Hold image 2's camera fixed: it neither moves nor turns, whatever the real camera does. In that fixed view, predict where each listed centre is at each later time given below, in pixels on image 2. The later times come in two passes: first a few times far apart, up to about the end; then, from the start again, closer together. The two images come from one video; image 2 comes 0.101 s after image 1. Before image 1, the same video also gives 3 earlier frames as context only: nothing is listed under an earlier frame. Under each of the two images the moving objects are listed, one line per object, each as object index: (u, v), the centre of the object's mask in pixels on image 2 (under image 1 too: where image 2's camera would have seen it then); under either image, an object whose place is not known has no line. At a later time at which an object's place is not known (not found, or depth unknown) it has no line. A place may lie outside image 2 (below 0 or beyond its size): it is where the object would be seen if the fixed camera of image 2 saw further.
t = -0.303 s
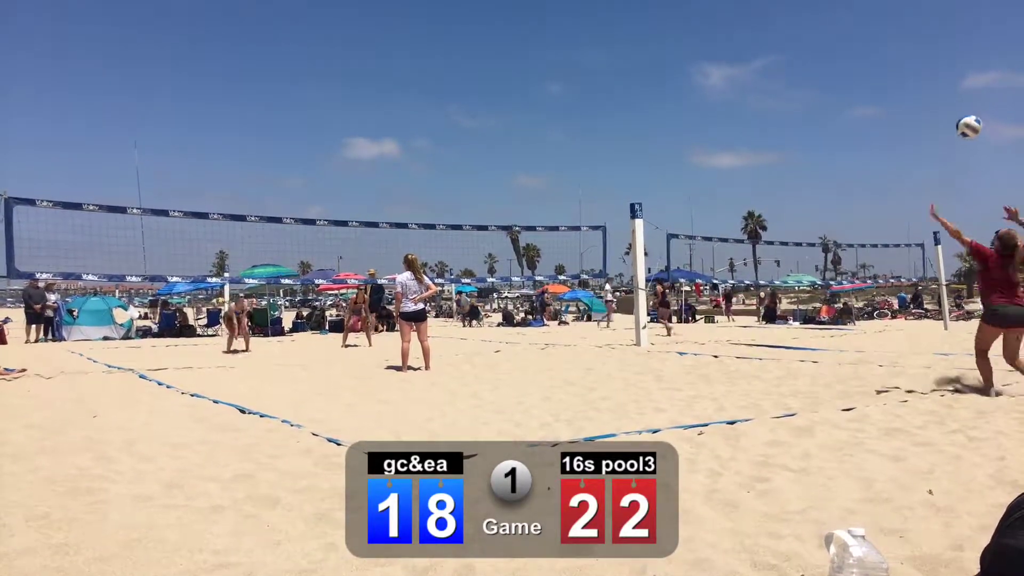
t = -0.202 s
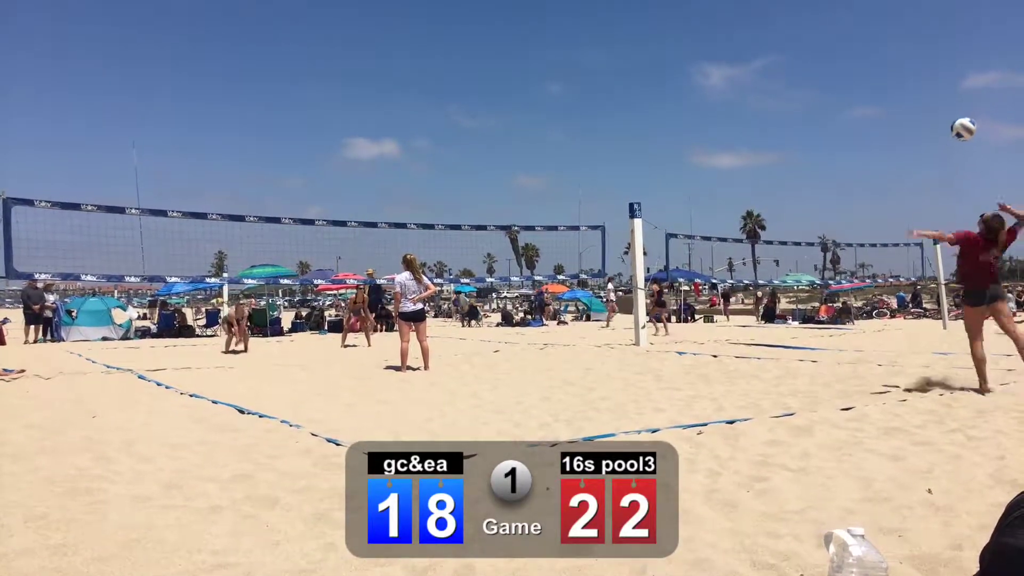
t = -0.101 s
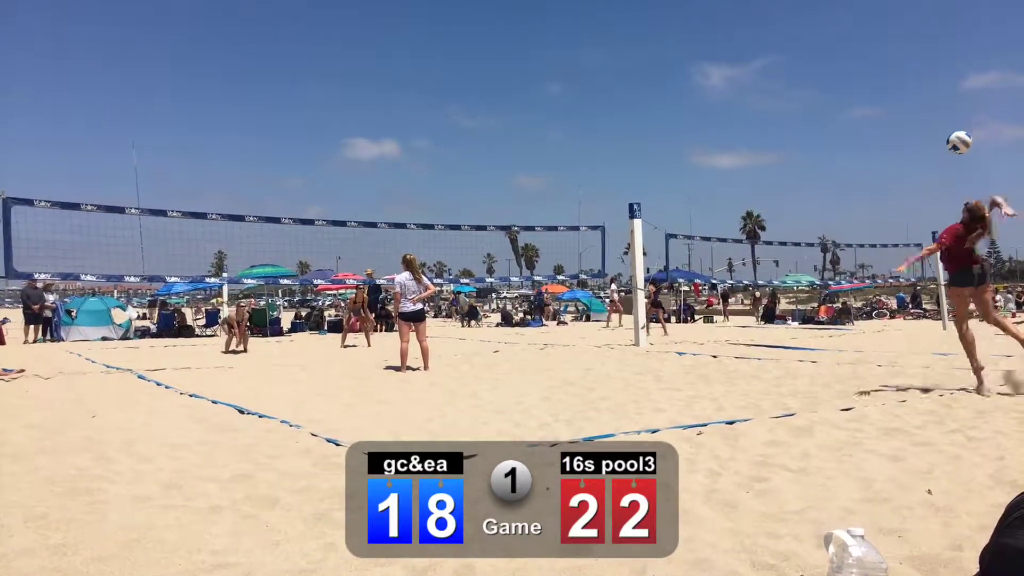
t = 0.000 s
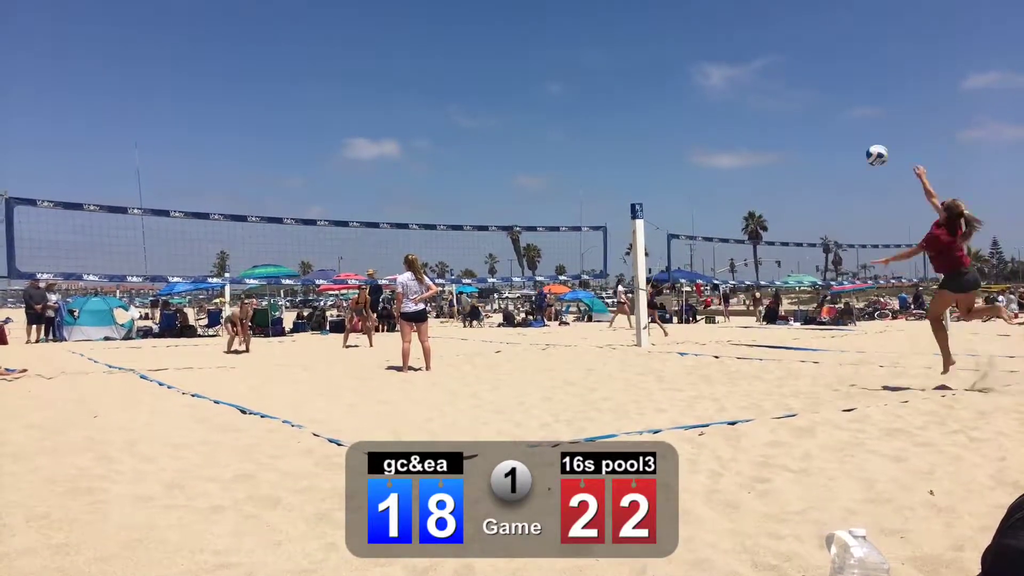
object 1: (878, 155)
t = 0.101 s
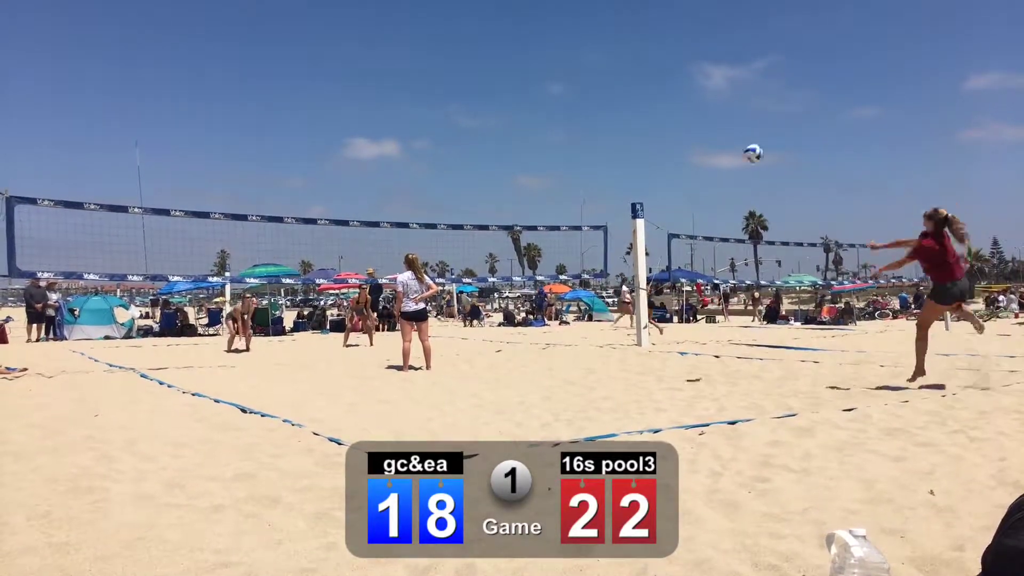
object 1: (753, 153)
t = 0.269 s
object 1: (606, 168)
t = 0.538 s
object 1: (452, 216)
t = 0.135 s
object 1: (719, 155)
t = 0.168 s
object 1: (687, 157)
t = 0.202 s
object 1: (658, 160)
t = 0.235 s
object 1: (630, 163)
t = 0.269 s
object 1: (606, 168)
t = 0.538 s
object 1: (452, 216)
